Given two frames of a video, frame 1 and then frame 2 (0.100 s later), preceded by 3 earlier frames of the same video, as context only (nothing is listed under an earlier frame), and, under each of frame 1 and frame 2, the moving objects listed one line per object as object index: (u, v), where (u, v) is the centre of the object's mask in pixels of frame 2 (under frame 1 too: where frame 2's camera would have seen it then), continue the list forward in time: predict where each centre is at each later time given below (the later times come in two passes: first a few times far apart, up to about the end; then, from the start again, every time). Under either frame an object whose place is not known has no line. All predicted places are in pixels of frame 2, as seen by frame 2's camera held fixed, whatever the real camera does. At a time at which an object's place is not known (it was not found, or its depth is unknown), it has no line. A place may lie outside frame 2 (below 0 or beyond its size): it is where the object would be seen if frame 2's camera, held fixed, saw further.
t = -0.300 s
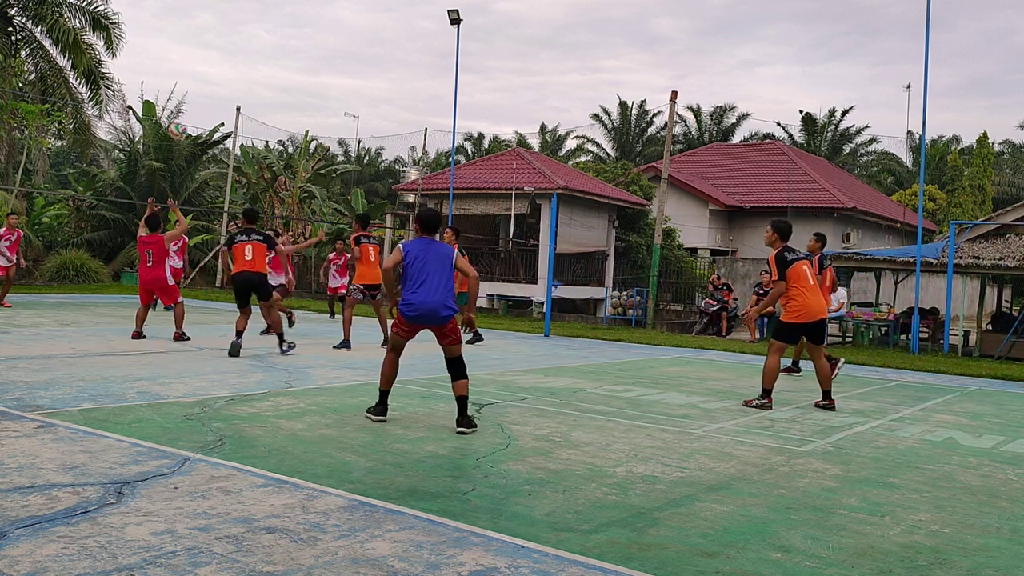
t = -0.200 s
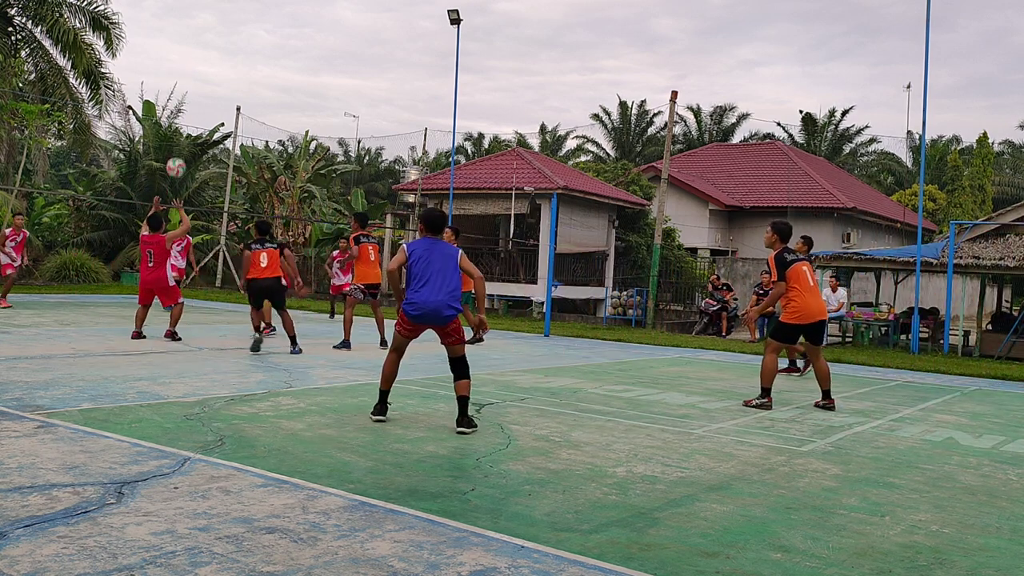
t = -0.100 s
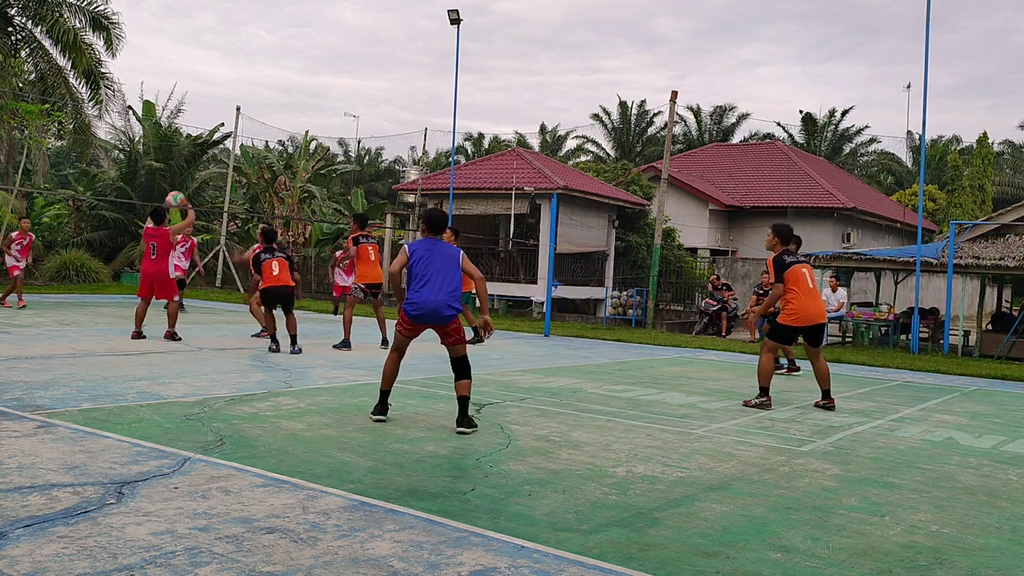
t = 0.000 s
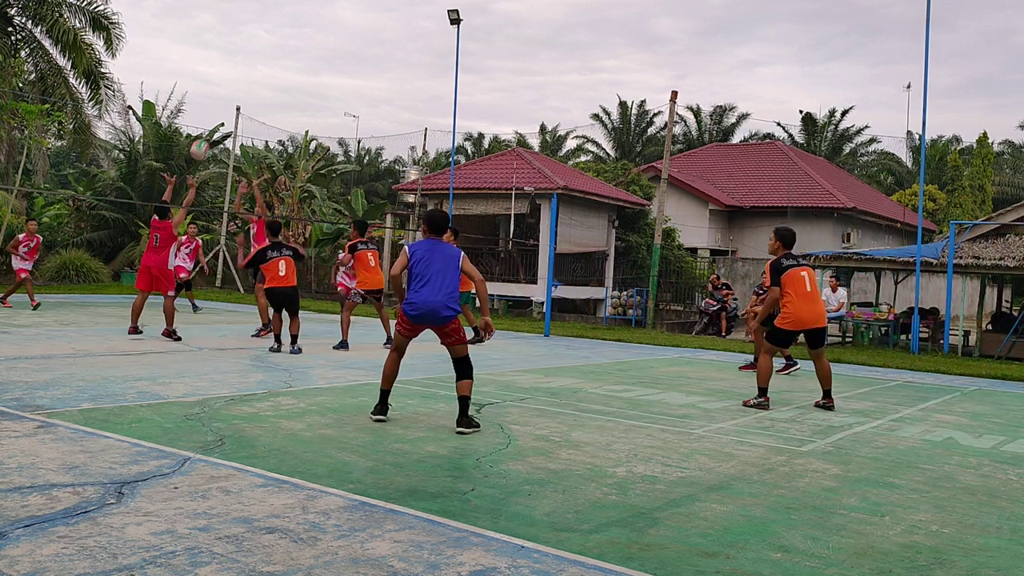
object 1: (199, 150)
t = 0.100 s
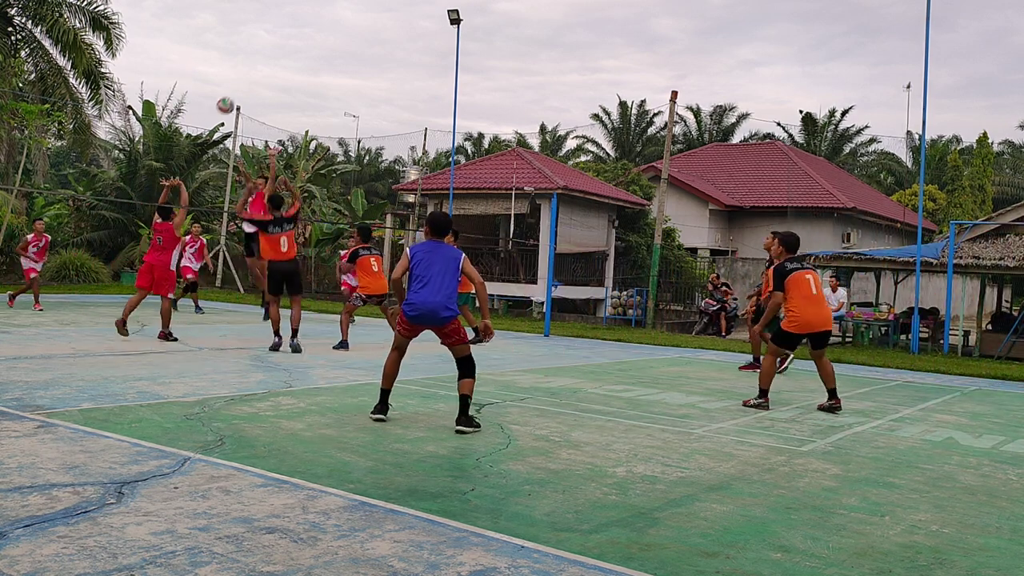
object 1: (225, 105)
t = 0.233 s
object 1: (256, 63)
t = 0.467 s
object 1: (304, 27)
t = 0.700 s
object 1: (344, 32)
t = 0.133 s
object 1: (233, 93)
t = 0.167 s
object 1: (241, 82)
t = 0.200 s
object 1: (249, 72)
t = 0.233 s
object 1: (256, 63)
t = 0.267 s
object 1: (264, 55)
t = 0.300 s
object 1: (271, 48)
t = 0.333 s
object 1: (278, 42)
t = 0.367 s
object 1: (284, 37)
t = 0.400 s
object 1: (291, 33)
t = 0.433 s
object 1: (298, 29)
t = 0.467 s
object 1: (304, 27)
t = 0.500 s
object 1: (310, 25)
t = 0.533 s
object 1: (316, 24)
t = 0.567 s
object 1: (322, 24)
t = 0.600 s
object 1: (328, 25)
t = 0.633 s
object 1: (333, 26)
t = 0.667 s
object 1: (339, 29)
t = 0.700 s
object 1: (344, 32)
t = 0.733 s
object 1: (349, 35)
